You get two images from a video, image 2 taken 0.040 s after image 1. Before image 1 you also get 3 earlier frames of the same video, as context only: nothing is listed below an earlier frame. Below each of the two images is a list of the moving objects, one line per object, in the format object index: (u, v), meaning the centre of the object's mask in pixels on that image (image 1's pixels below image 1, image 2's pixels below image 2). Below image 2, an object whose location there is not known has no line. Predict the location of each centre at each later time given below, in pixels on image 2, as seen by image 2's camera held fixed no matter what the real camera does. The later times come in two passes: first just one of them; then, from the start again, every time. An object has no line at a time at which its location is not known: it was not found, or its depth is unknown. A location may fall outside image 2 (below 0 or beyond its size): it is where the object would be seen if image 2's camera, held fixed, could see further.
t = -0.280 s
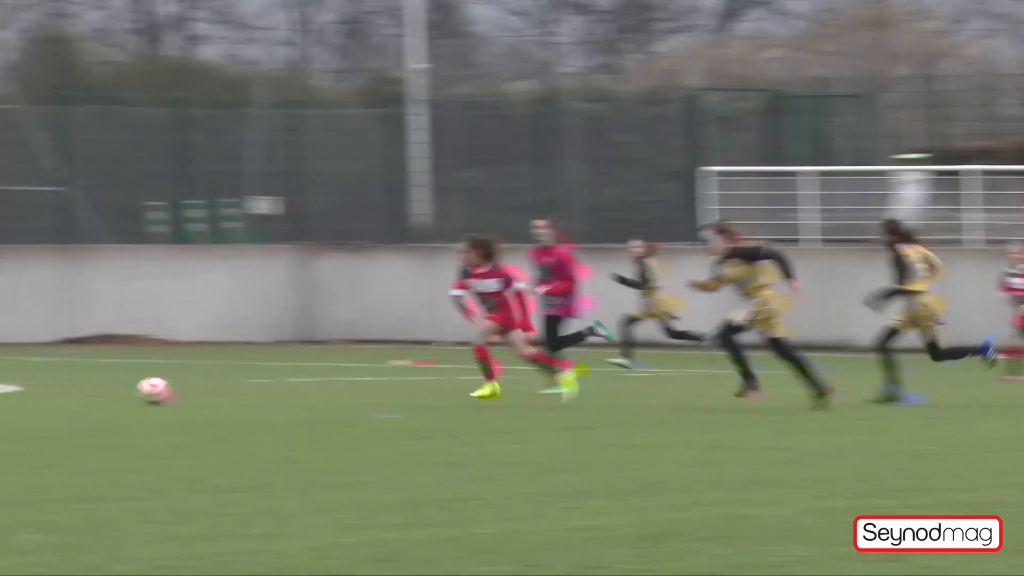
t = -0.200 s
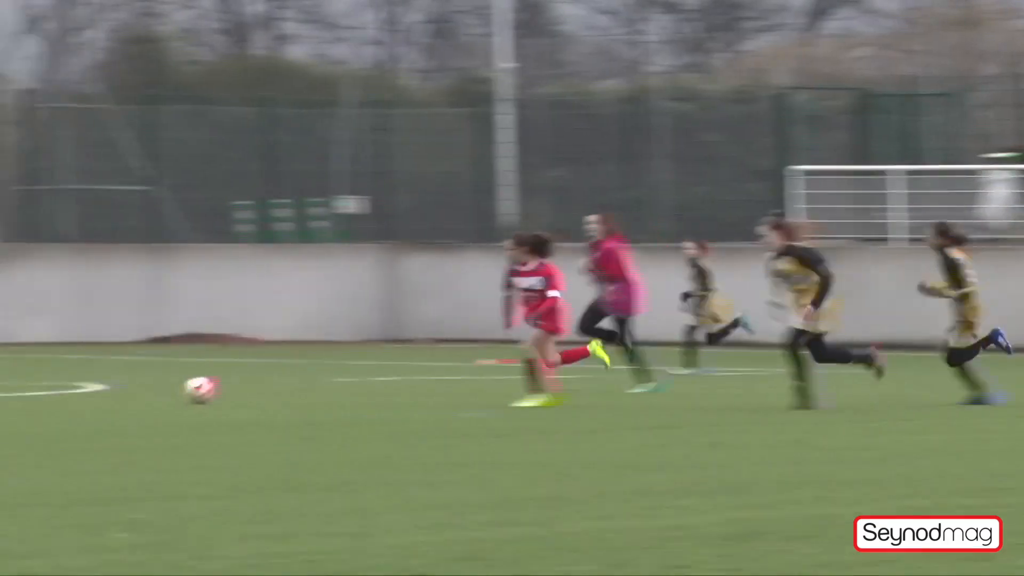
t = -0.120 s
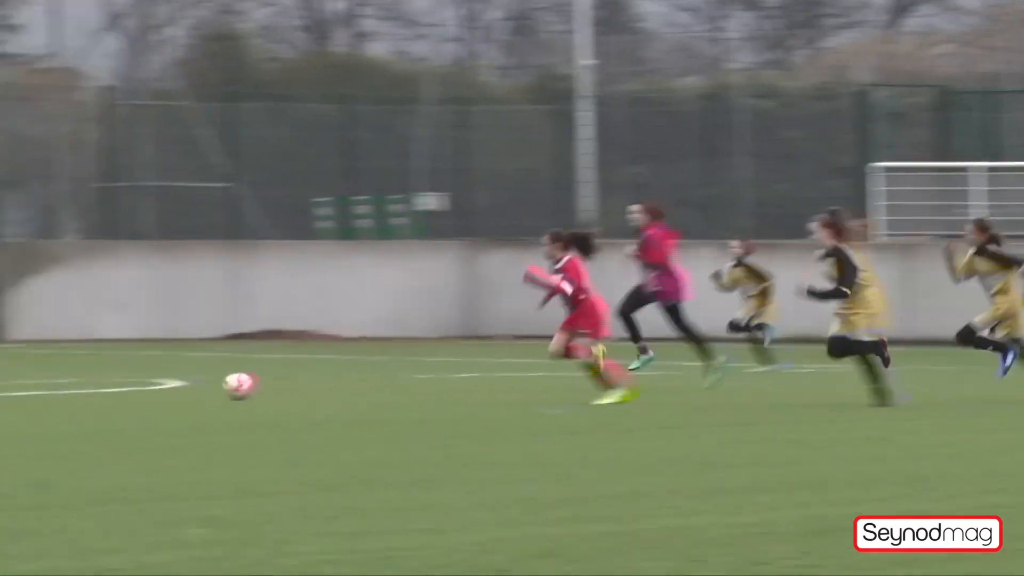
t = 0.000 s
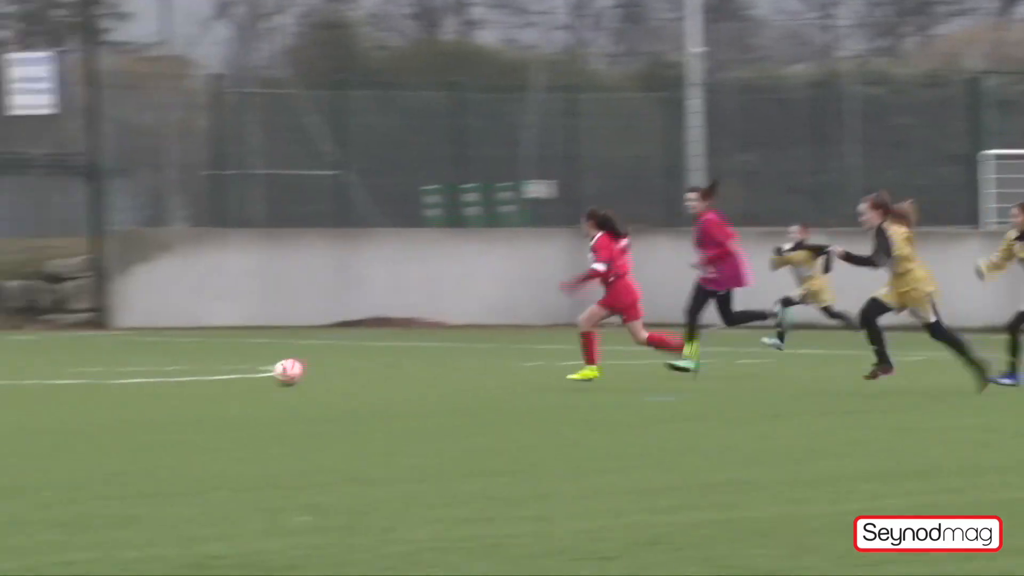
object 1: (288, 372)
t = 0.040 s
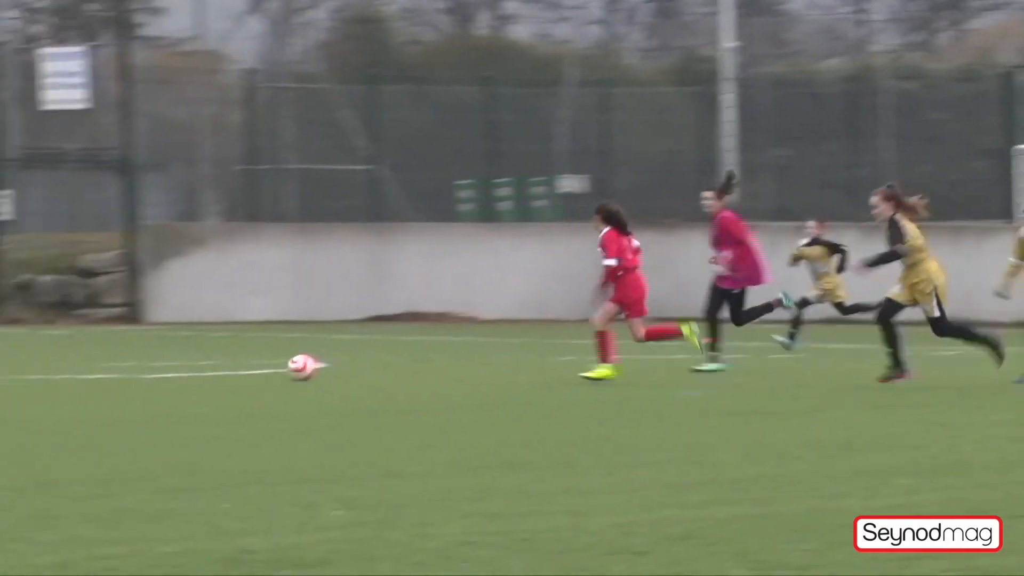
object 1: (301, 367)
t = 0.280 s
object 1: (189, 365)
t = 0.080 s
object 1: (282, 366)
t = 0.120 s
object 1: (263, 367)
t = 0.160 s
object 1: (245, 366)
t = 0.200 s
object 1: (225, 366)
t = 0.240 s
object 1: (207, 366)
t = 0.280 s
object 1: (189, 365)
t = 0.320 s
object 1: (170, 366)
